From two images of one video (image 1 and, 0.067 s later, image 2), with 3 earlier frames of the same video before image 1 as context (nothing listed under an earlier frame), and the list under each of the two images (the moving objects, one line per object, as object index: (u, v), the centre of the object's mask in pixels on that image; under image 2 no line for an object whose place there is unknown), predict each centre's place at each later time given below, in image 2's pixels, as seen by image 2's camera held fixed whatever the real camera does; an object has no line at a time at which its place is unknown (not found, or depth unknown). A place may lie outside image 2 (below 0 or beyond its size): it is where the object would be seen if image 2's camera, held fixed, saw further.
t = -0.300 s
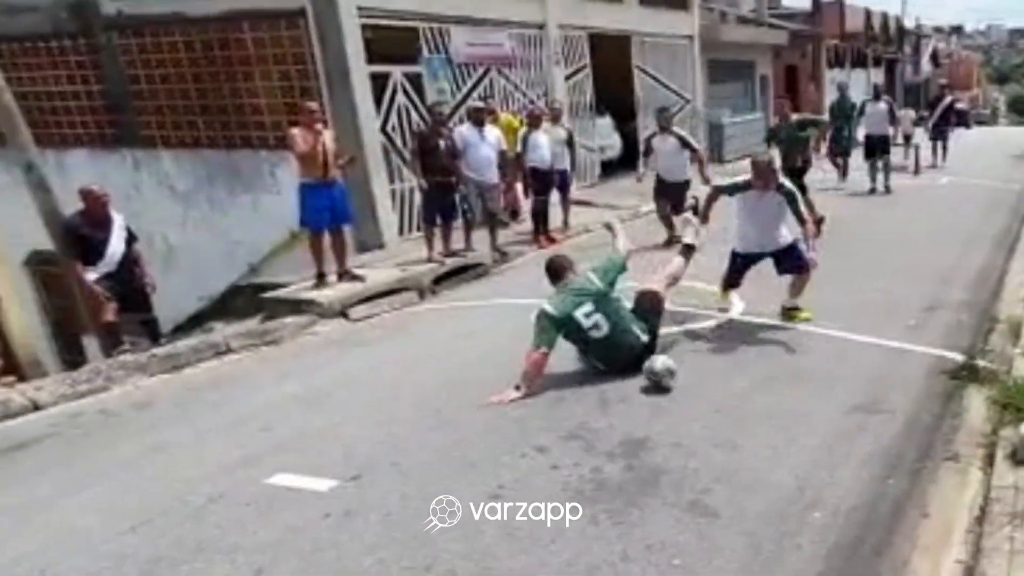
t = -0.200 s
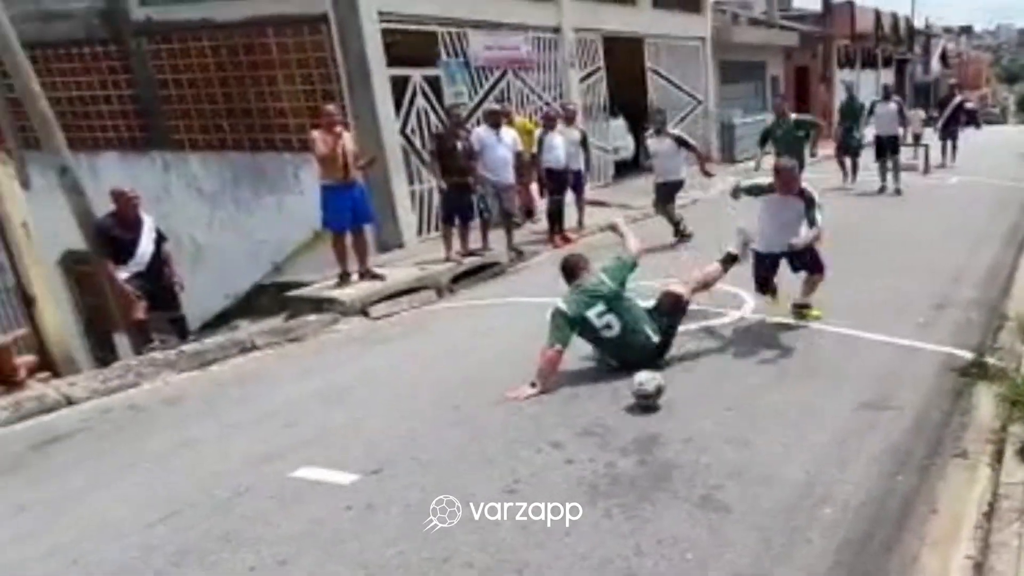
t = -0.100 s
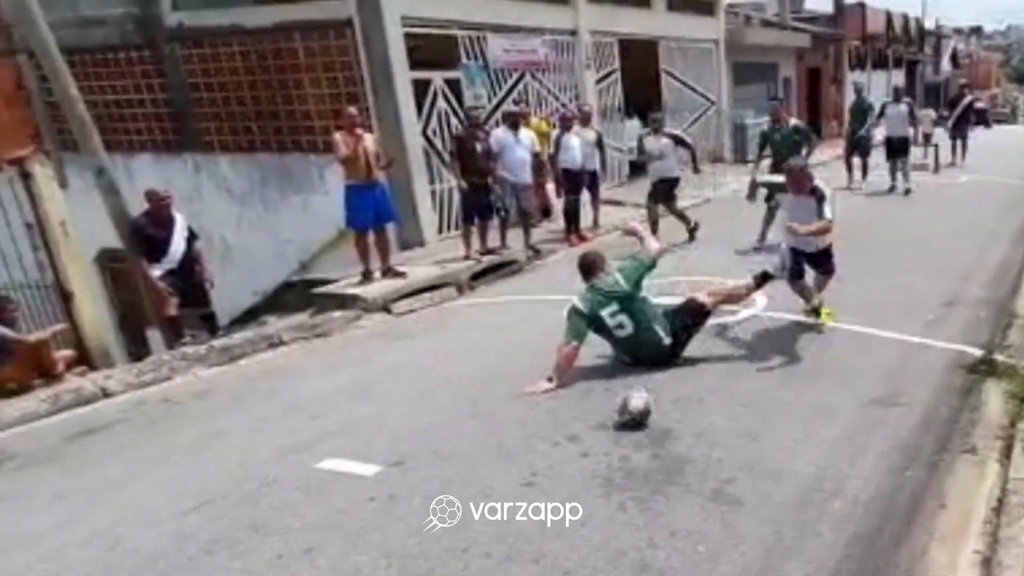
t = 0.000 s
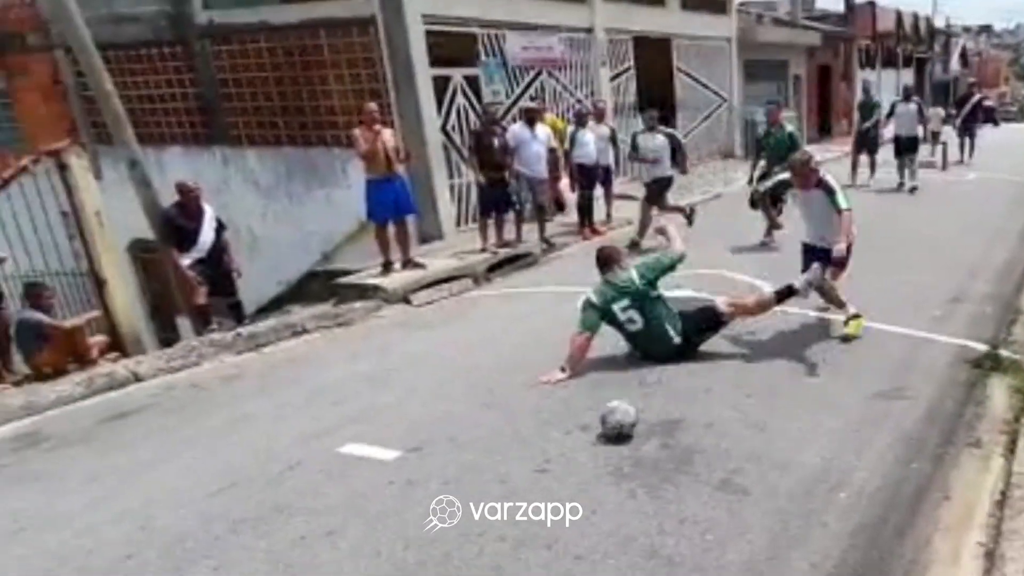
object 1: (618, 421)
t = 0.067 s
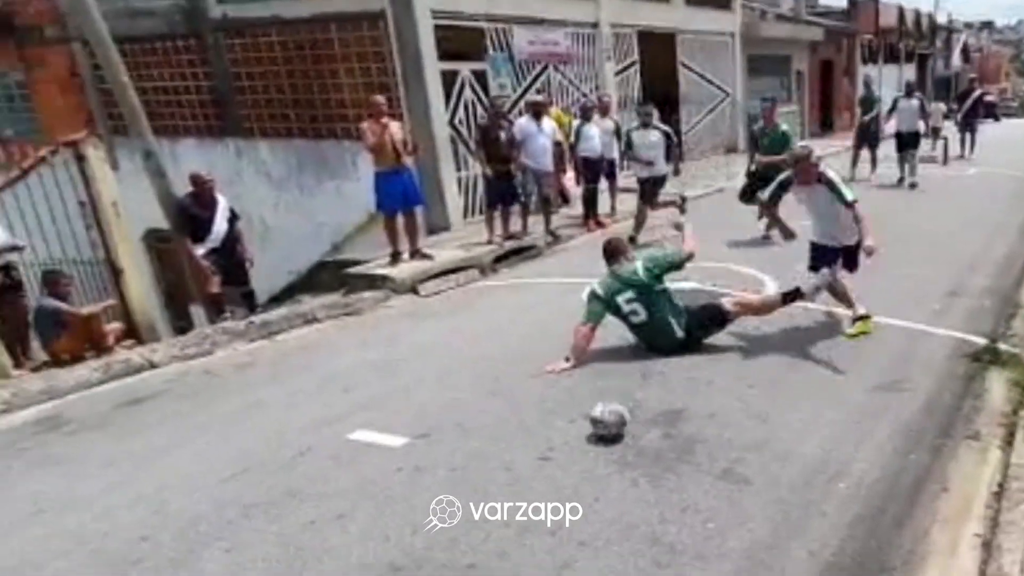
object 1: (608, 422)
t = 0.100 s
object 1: (597, 433)
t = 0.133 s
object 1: (597, 433)
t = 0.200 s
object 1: (582, 446)
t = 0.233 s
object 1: (568, 457)
